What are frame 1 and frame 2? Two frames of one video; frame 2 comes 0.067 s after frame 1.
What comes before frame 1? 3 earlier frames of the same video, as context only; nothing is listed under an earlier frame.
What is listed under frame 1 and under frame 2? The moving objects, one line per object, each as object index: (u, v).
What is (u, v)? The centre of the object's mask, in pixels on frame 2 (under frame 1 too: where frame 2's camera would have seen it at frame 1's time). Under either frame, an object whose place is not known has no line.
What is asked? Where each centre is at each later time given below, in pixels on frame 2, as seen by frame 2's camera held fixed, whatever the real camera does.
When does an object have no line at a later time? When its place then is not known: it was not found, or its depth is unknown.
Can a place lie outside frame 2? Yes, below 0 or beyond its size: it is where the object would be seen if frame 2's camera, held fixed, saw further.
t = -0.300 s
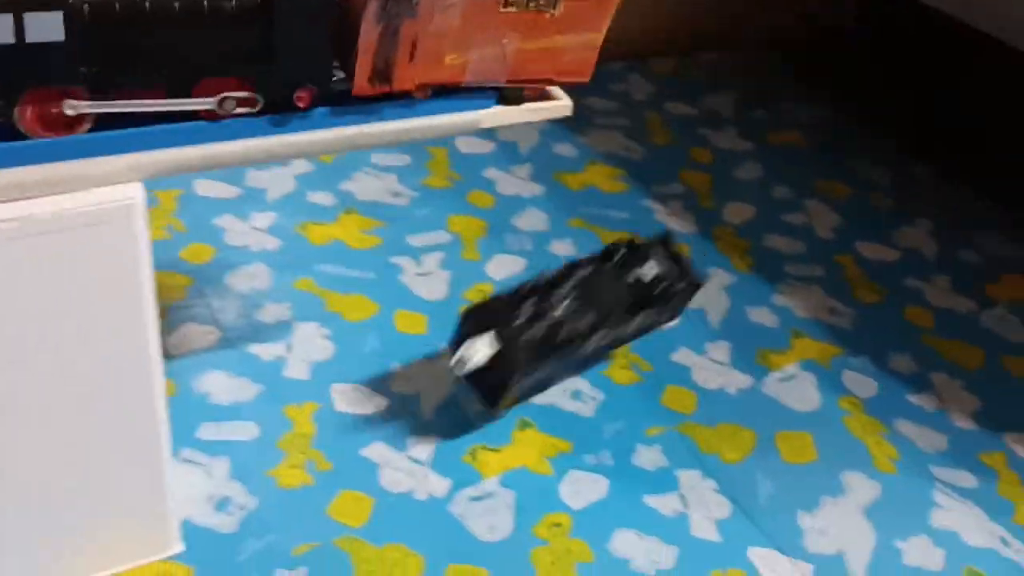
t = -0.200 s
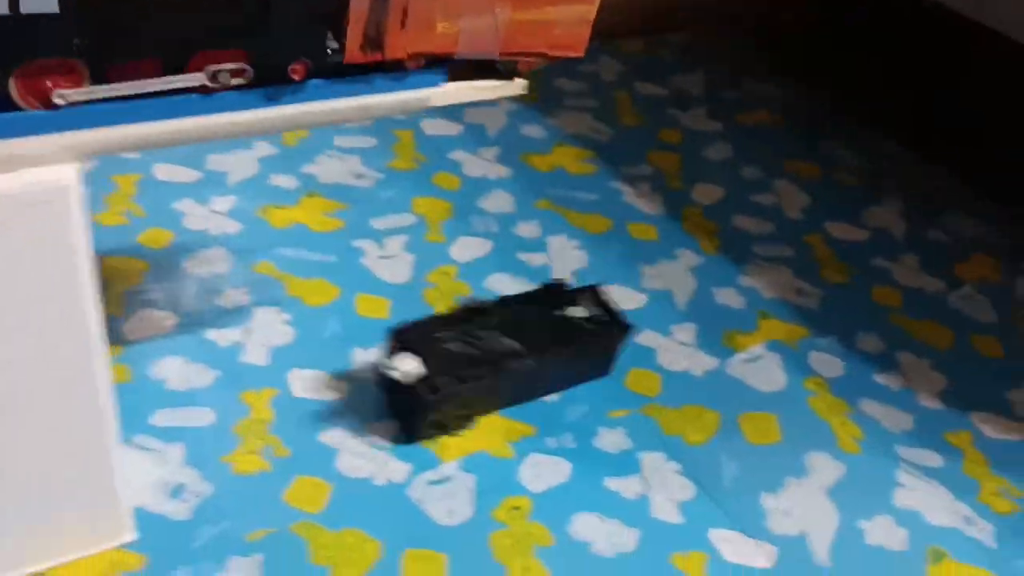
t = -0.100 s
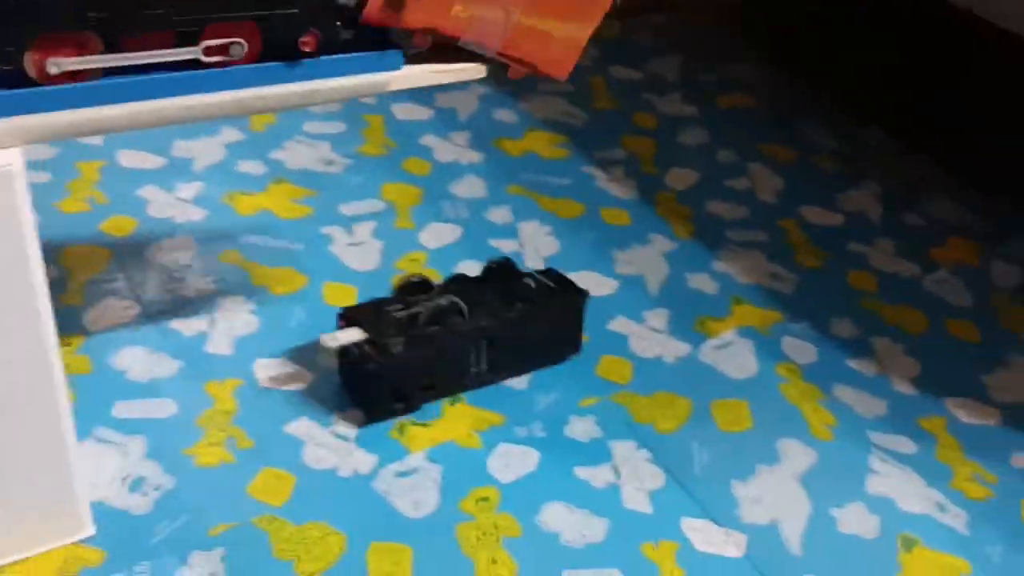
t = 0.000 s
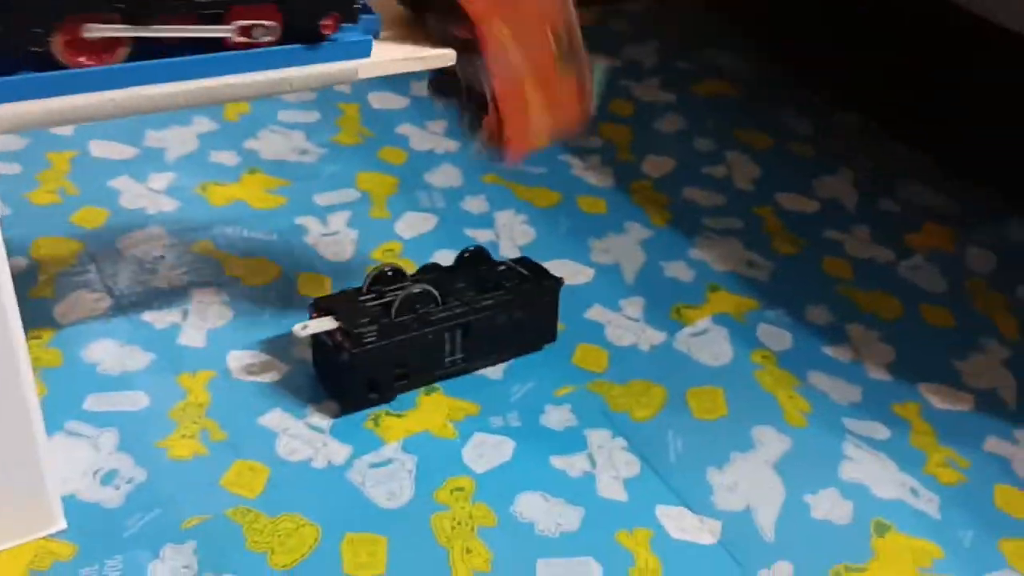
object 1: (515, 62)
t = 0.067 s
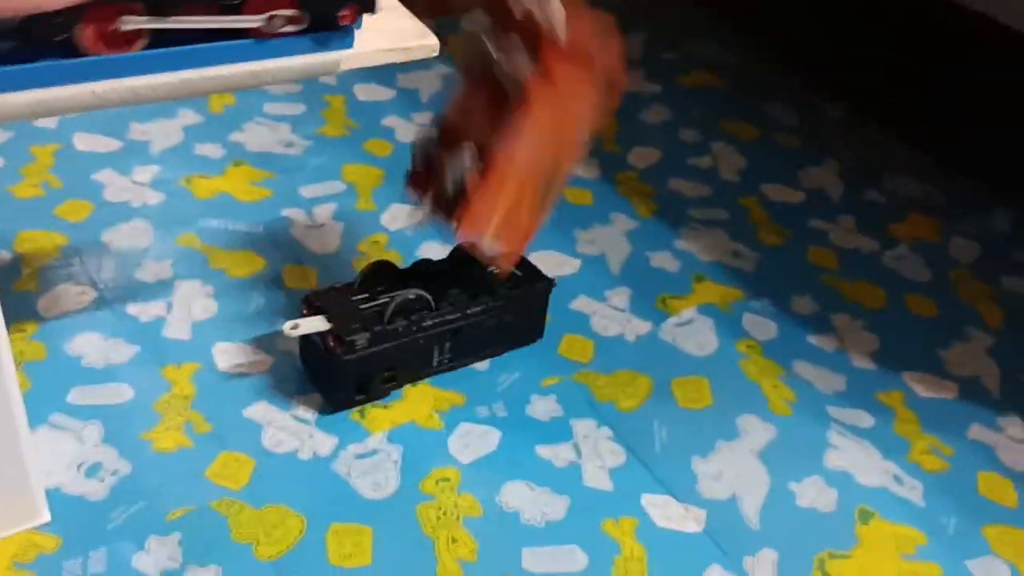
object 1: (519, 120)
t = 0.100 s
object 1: (529, 173)
